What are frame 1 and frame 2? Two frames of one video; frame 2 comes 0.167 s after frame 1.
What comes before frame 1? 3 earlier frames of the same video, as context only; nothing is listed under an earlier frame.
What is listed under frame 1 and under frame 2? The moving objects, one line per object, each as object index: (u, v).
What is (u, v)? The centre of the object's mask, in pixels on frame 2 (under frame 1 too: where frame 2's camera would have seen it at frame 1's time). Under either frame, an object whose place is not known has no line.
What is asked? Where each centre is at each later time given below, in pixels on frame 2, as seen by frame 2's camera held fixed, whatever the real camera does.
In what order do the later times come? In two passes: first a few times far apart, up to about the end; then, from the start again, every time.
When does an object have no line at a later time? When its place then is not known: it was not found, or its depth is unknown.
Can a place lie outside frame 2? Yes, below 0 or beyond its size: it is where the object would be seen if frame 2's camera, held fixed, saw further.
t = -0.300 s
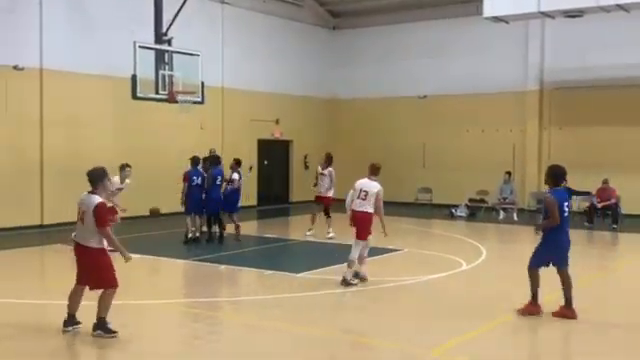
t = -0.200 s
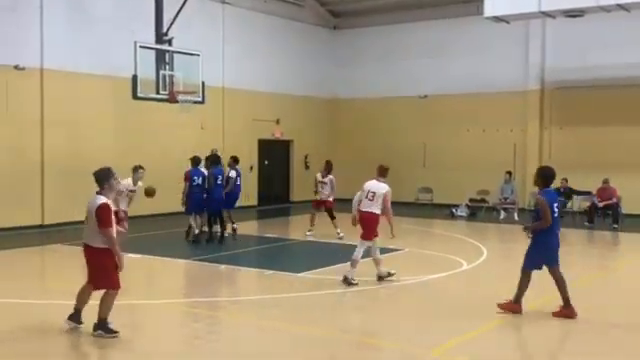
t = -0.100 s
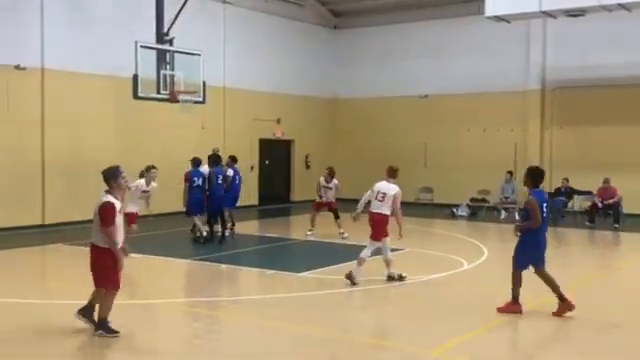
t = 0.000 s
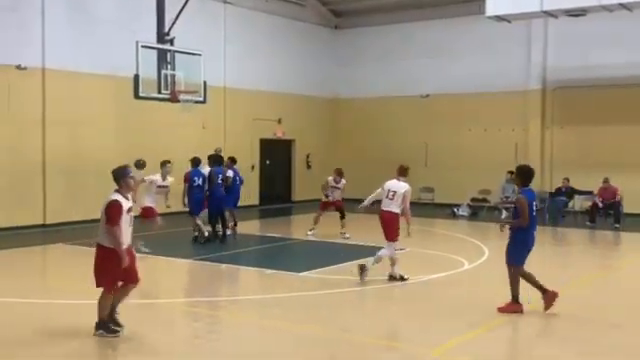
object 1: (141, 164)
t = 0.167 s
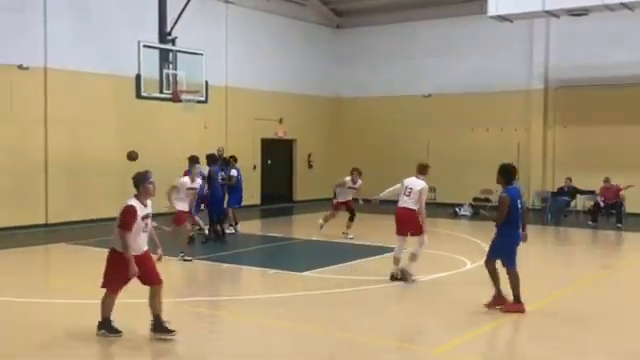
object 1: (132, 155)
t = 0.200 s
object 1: (130, 155)
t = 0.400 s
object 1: (119, 166)
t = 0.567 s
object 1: (110, 188)
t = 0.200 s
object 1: (130, 155)
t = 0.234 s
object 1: (128, 156)
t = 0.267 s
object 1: (126, 157)
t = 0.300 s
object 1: (124, 158)
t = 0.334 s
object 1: (123, 160)
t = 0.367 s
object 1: (121, 163)
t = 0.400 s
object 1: (119, 166)
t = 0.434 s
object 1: (117, 170)
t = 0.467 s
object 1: (115, 174)
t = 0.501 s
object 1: (114, 178)
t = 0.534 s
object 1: (112, 183)
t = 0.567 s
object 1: (110, 188)
